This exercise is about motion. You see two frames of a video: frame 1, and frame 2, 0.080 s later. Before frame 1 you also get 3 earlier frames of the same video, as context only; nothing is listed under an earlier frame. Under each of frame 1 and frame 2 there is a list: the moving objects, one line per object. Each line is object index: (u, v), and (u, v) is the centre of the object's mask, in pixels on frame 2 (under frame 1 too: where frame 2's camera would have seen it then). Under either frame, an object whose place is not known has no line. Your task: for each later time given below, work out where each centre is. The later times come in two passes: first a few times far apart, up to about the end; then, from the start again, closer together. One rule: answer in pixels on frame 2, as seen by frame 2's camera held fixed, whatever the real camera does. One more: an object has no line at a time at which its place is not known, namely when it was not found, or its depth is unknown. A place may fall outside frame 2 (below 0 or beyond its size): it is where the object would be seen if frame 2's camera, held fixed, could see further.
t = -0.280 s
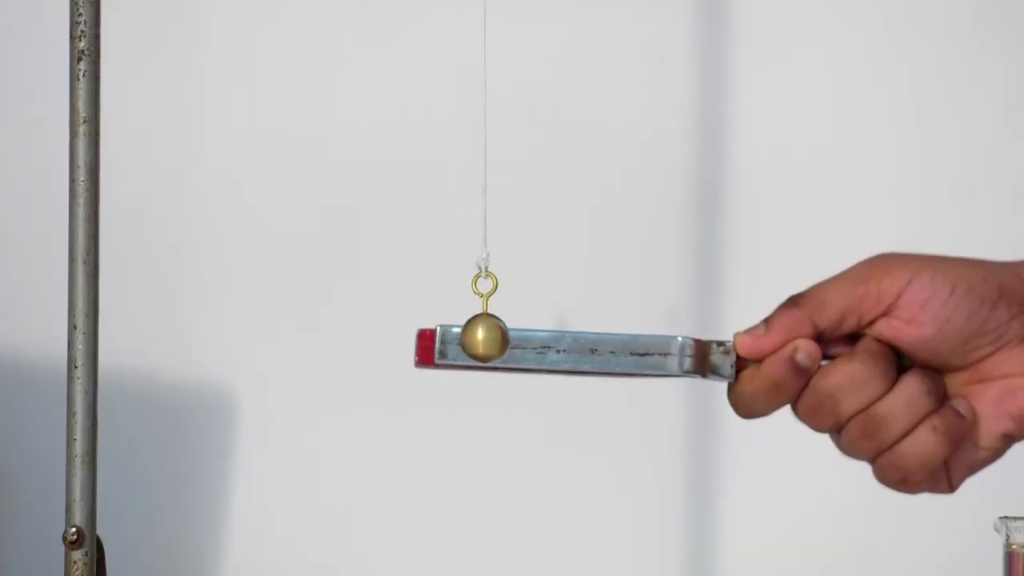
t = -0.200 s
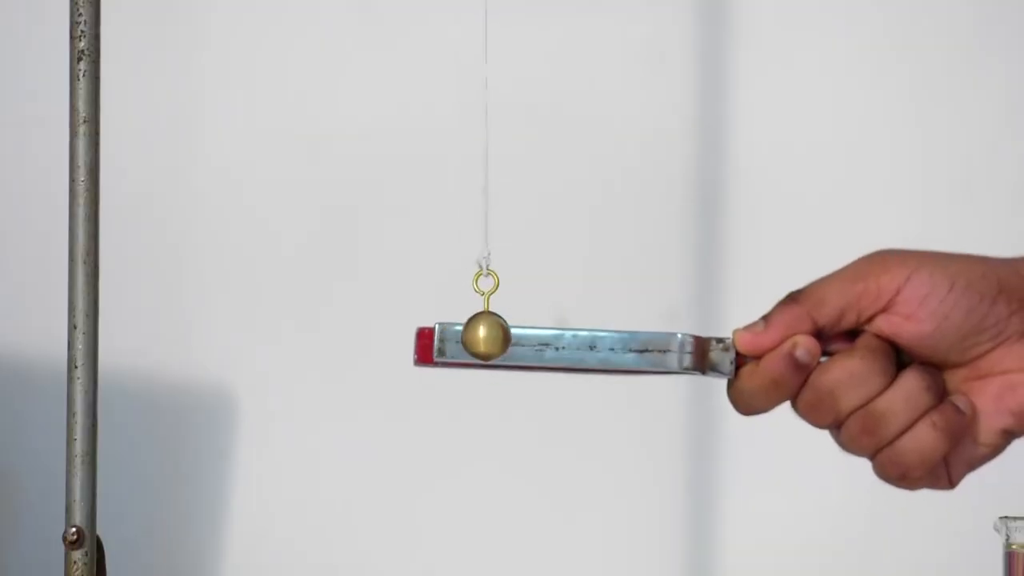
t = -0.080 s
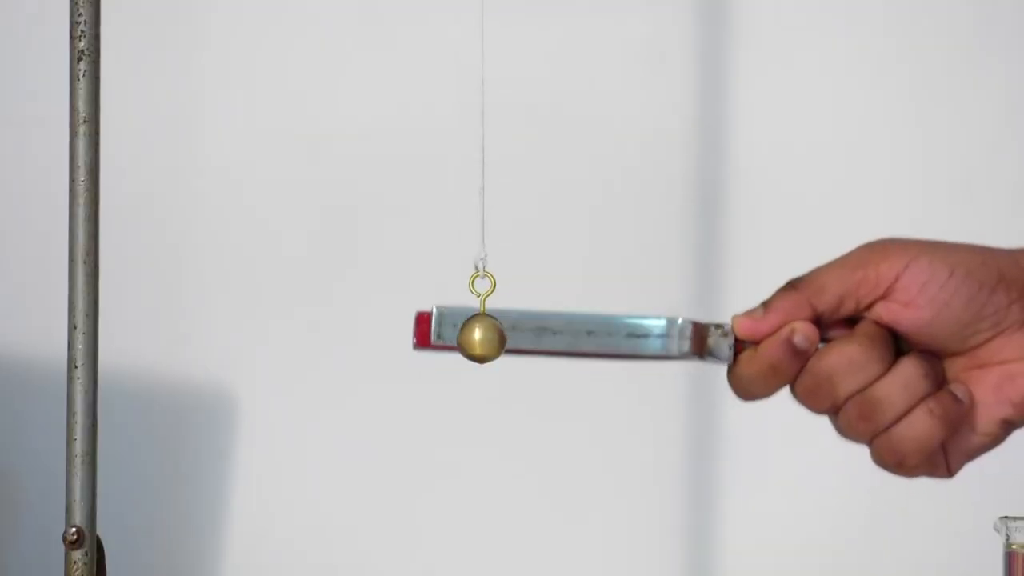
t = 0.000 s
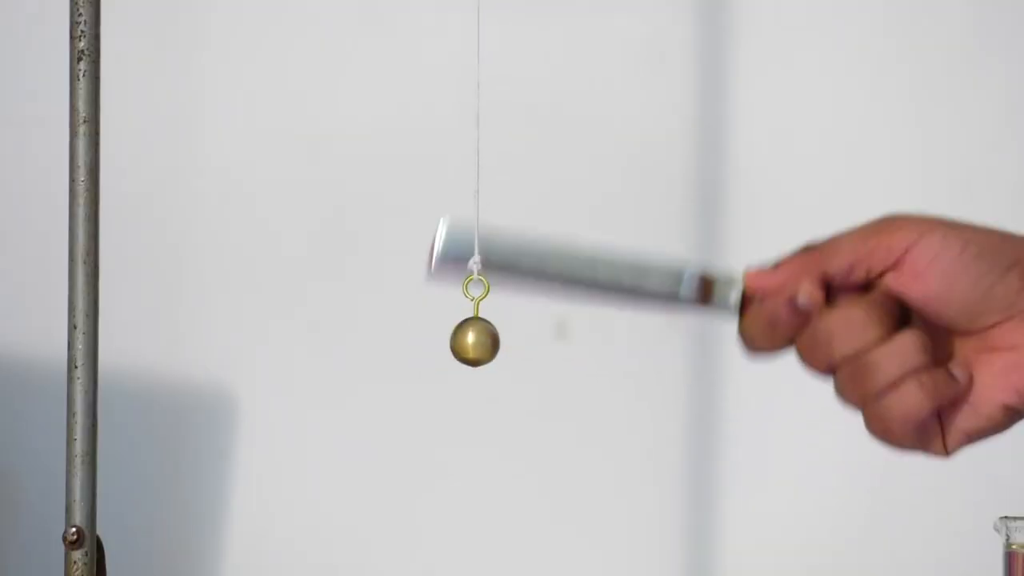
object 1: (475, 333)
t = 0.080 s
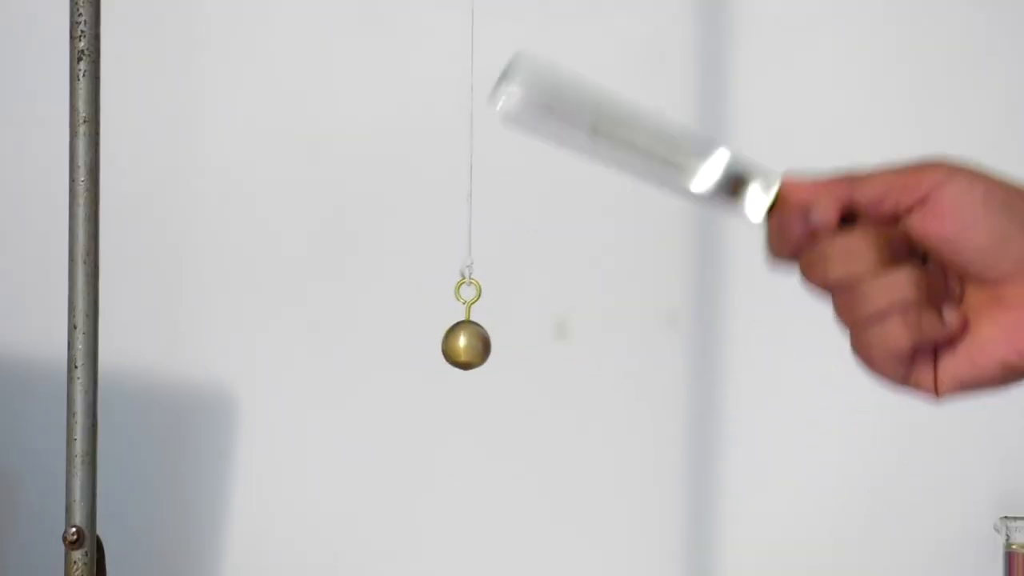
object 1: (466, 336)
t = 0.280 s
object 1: (445, 337)
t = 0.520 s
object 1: (440, 334)
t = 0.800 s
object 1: (464, 340)
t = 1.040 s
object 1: (484, 331)
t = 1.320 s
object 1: (473, 334)
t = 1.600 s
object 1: (444, 336)
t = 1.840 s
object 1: (440, 334)
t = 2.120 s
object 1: (465, 338)
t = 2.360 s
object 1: (484, 331)
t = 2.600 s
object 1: (475, 334)
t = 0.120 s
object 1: (462, 337)
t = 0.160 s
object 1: (457, 338)
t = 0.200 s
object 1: (453, 338)
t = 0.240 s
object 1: (449, 338)
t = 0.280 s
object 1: (445, 337)
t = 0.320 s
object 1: (442, 336)
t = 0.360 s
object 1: (440, 335)
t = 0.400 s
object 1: (439, 334)
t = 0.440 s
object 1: (438, 334)
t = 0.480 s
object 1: (439, 334)
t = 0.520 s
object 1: (440, 334)
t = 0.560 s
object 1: (442, 335)
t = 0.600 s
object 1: (444, 336)
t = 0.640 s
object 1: (447, 337)
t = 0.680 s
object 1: (451, 339)
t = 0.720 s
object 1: (455, 339)
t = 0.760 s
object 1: (460, 340)
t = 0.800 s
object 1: (464, 340)
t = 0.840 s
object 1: (469, 339)
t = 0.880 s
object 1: (473, 338)
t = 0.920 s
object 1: (477, 336)
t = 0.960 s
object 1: (480, 335)
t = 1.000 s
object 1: (482, 333)
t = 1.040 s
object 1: (484, 331)
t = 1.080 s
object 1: (485, 331)
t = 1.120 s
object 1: (485, 330)
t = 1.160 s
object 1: (484, 329)
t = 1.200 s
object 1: (482, 330)
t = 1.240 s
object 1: (480, 331)
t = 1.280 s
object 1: (477, 333)
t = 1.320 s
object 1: (473, 334)
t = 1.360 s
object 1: (469, 336)
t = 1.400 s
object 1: (465, 337)
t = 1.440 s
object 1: (460, 338)
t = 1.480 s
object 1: (456, 339)
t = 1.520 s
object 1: (451, 338)
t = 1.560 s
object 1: (448, 337)
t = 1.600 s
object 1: (444, 336)
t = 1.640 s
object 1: (442, 335)
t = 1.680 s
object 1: (440, 334)
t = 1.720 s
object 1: (439, 333)
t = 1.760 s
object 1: (438, 333)
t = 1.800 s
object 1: (439, 333)
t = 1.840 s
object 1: (440, 334)
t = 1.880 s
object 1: (442, 335)
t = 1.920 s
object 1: (445, 336)
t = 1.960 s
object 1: (448, 337)
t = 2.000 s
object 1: (452, 337)
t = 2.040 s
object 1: (456, 338)
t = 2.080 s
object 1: (460, 339)
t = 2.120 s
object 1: (465, 338)
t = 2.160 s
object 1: (469, 337)
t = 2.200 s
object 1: (473, 337)
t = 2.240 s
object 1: (477, 335)
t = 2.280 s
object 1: (480, 333)
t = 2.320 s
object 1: (482, 332)
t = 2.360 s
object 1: (484, 331)
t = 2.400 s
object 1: (484, 330)
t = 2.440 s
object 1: (484, 329)
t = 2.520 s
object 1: (481, 331)
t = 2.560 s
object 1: (479, 332)
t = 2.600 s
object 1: (475, 334)
